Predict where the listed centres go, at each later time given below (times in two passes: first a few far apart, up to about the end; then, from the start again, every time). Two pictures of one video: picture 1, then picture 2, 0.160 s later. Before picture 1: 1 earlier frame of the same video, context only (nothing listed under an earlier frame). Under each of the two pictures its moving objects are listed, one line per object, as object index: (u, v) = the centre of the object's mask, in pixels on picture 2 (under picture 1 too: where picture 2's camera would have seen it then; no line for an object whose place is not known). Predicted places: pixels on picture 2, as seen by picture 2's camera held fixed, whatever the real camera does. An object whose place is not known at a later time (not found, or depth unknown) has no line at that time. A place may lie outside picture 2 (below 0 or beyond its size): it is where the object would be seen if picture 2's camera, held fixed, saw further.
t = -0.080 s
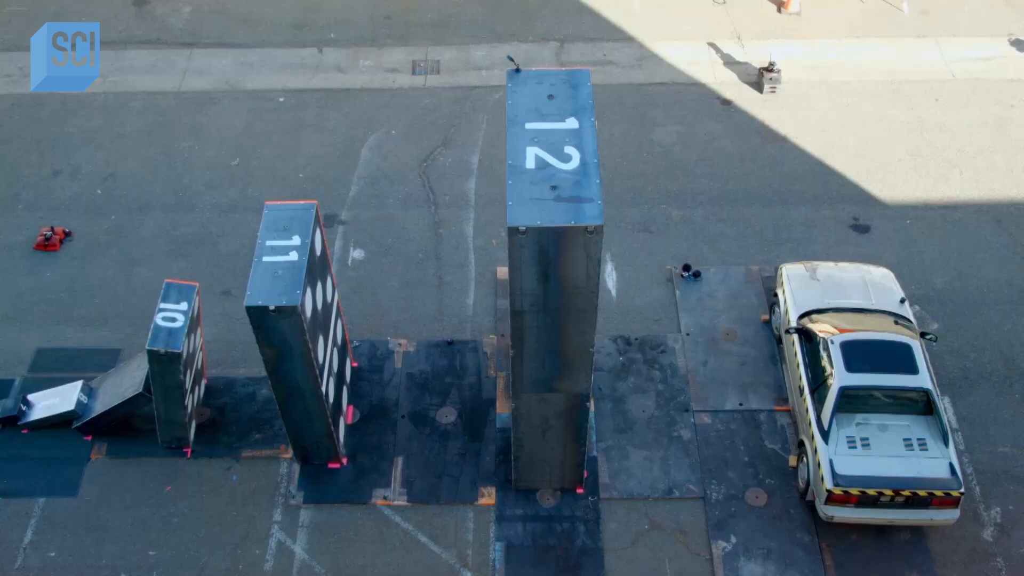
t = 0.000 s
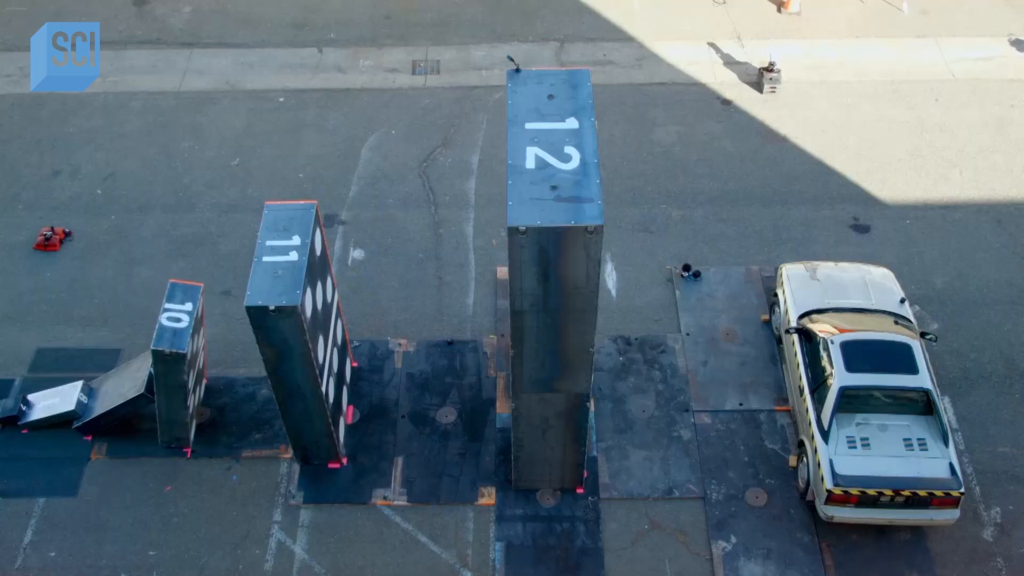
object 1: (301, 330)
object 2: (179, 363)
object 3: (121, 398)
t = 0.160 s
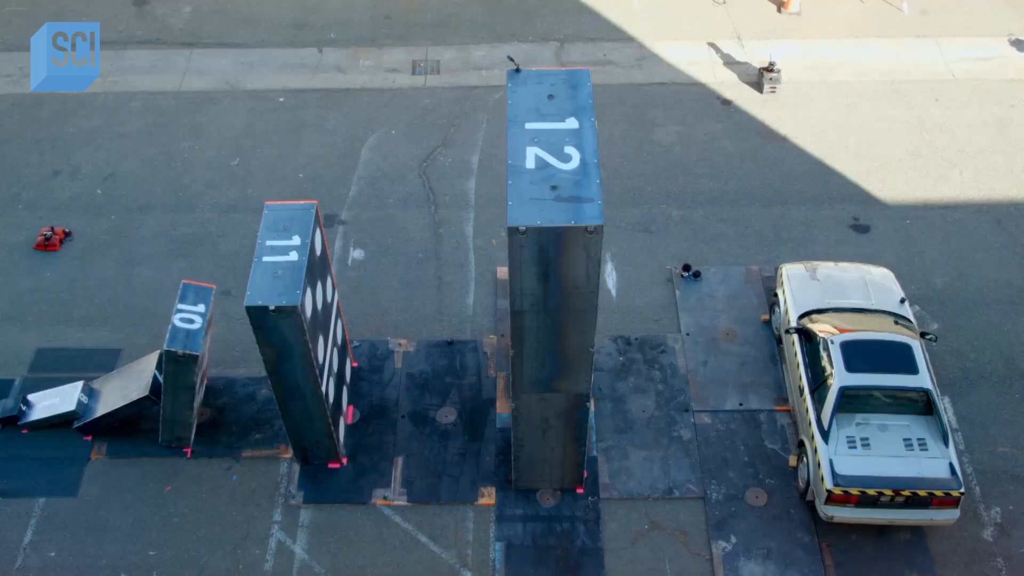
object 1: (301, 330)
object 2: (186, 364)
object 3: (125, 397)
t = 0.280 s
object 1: (301, 330)
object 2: (193, 364)
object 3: (129, 397)
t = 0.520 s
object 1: (301, 330)
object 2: (213, 371)
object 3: (134, 399)
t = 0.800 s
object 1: (306, 329)
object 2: (219, 381)
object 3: (133, 399)
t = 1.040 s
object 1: (309, 329)
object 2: (222, 383)
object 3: (132, 400)
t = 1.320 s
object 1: (312, 329)
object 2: (224, 382)
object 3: (132, 400)
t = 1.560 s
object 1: (314, 329)
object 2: (226, 382)
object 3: (132, 400)
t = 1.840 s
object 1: (315, 329)
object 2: (227, 382)
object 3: (132, 400)
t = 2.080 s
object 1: (317, 329)
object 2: (228, 382)
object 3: (132, 400)
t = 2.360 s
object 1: (320, 328)
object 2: (230, 381)
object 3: (132, 400)
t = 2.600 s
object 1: (323, 328)
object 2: (232, 381)
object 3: (133, 400)
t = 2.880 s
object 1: (330, 328)
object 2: (237, 381)
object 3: (133, 400)
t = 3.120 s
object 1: (341, 328)
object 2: (243, 381)
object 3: (133, 400)
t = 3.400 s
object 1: (363, 329)
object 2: (249, 384)
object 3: (133, 400)
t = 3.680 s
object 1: (396, 336)
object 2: (254, 388)
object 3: (133, 400)
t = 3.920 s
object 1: (417, 347)
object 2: (255, 390)
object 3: (133, 400)
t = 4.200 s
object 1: (421, 349)
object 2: (255, 390)
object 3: (133, 400)
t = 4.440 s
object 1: (422, 350)
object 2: (255, 390)
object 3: (133, 400)
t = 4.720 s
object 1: (423, 350)
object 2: (255, 391)
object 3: (133, 400)
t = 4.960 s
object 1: (423, 350)
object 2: (255, 391)
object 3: (133, 400)
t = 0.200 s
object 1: (301, 330)
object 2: (188, 364)
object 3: (127, 397)
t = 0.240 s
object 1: (301, 330)
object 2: (190, 364)
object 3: (128, 397)
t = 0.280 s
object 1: (301, 330)
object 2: (193, 364)
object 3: (129, 397)
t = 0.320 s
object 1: (301, 330)
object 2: (196, 364)
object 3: (131, 397)
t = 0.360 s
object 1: (301, 330)
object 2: (200, 365)
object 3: (131, 397)
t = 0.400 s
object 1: (301, 330)
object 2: (205, 366)
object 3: (132, 398)
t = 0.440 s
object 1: (301, 330)
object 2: (207, 367)
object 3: (133, 398)
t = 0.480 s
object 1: (301, 330)
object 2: (210, 368)
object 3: (133, 399)
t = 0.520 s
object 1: (301, 330)
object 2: (213, 371)
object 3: (134, 399)
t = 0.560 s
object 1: (301, 330)
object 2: (215, 375)
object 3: (134, 399)
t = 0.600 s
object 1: (301, 330)
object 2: (216, 381)
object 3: (135, 400)
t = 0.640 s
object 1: (302, 330)
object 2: (218, 383)
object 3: (135, 400)
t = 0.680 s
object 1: (303, 329)
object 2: (218, 382)
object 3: (134, 400)
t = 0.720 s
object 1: (304, 329)
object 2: (218, 381)
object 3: (133, 399)
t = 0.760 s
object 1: (305, 329)
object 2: (218, 381)
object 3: (133, 399)
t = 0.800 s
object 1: (306, 329)
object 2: (219, 381)
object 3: (133, 399)
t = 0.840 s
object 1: (307, 329)
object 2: (220, 381)
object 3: (133, 399)
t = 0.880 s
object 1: (307, 329)
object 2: (220, 382)
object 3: (133, 400)
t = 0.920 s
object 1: (308, 329)
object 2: (221, 383)
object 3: (133, 400)
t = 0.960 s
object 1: (308, 329)
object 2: (221, 382)
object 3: (132, 400)
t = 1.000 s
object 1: (309, 329)
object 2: (222, 382)
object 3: (132, 400)
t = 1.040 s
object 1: (309, 329)
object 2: (222, 383)
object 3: (132, 400)
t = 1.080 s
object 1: (310, 329)
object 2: (223, 382)
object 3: (132, 400)
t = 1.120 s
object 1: (310, 329)
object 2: (223, 382)
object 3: (132, 400)
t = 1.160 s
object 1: (311, 329)
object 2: (223, 382)
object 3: (132, 400)
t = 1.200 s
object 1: (311, 329)
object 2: (224, 382)
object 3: (132, 400)
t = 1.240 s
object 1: (312, 329)
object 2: (224, 382)
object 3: (132, 400)
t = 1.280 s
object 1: (312, 329)
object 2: (224, 382)
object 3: (132, 400)
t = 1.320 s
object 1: (312, 329)
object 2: (224, 382)
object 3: (132, 400)
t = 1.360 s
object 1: (312, 329)
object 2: (225, 382)
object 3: (132, 400)
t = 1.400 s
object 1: (313, 329)
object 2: (225, 382)
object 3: (132, 400)
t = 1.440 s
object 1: (313, 329)
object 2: (225, 382)
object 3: (132, 400)
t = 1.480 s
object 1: (313, 329)
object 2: (225, 382)
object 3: (132, 400)
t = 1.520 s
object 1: (314, 329)
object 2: (225, 382)
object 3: (132, 400)
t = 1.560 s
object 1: (314, 329)
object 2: (226, 382)
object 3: (132, 400)
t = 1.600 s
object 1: (314, 329)
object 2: (226, 382)
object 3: (132, 400)
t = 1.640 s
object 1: (314, 329)
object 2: (226, 382)
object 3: (132, 400)
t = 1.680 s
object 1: (315, 329)
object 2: (226, 382)
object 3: (132, 400)
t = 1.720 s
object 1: (315, 329)
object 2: (226, 382)
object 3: (132, 400)
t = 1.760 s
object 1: (315, 329)
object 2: (226, 382)
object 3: (132, 400)
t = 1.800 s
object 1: (315, 329)
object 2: (227, 382)
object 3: (132, 400)
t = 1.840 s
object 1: (315, 329)
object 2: (227, 382)
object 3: (132, 400)
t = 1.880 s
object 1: (316, 329)
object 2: (227, 382)
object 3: (132, 400)
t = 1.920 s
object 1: (316, 329)
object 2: (227, 382)
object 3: (132, 400)
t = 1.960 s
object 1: (316, 328)
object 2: (227, 382)
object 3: (132, 400)
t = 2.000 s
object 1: (316, 329)
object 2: (227, 382)
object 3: (132, 400)
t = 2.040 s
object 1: (317, 329)
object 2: (228, 382)
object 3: (132, 400)
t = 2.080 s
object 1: (317, 329)
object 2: (228, 382)
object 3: (132, 400)
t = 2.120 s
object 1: (317, 329)
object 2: (228, 382)
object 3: (132, 400)
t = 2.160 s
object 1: (317, 328)
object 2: (228, 382)
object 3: (132, 400)
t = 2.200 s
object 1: (318, 328)
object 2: (229, 382)
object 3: (132, 400)
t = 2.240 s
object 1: (318, 328)
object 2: (229, 382)
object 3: (132, 400)
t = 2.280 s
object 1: (319, 328)
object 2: (229, 381)
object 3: (132, 400)
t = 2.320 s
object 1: (319, 328)
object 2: (230, 381)
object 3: (132, 400)
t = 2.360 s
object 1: (320, 328)
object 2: (230, 381)
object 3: (132, 400)
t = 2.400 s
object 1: (320, 328)
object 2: (230, 381)
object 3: (132, 400)
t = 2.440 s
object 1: (321, 328)
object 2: (231, 381)
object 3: (132, 400)
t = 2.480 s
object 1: (321, 328)
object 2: (231, 381)
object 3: (132, 400)
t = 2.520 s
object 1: (322, 328)
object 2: (231, 381)
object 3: (132, 400)
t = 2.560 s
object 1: (322, 328)
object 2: (232, 381)
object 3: (132, 400)
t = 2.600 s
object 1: (323, 328)
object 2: (232, 381)
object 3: (133, 400)
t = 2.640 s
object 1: (324, 328)
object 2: (233, 381)
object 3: (133, 400)
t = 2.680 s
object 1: (324, 328)
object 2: (234, 381)
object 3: (133, 400)
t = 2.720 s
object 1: (325, 328)
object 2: (234, 381)
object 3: (133, 400)
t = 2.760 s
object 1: (326, 328)
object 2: (235, 381)
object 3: (133, 400)
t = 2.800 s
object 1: (327, 328)
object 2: (236, 381)
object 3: (133, 400)
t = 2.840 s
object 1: (328, 328)
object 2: (236, 381)
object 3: (133, 400)
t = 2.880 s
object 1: (330, 328)
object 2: (237, 381)
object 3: (133, 400)
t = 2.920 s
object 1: (331, 328)
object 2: (238, 381)
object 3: (133, 400)
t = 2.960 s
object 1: (332, 328)
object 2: (239, 381)
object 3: (133, 400)
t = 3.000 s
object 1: (334, 328)
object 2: (240, 381)
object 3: (133, 400)
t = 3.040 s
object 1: (336, 328)
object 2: (241, 381)
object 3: (133, 400)
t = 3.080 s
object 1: (339, 328)
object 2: (242, 381)
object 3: (133, 400)
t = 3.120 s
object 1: (341, 328)
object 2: (243, 381)
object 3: (133, 400)
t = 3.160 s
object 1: (344, 329)
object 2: (244, 381)
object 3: (133, 400)
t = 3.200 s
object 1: (347, 329)
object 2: (245, 382)
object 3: (133, 400)
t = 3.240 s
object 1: (350, 329)
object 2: (246, 382)
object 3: (133, 400)
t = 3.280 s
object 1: (352, 328)
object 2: (246, 382)
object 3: (133, 400)
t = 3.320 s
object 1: (356, 329)
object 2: (247, 383)
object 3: (133, 400)
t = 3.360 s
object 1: (359, 329)
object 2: (248, 383)
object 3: (133, 400)
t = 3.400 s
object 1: (363, 329)
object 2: (249, 384)
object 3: (133, 400)
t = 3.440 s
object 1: (367, 329)
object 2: (249, 384)
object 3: (133, 400)
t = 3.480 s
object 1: (371, 330)
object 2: (250, 385)
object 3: (133, 400)
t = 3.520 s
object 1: (375, 330)
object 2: (251, 386)
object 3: (133, 400)
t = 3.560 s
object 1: (380, 331)
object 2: (251, 386)
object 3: (133, 400)
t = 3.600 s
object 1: (385, 332)
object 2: (252, 387)
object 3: (133, 400)
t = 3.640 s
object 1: (390, 334)
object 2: (253, 388)
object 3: (133, 400)
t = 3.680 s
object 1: (396, 336)
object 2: (254, 388)
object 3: (133, 400)
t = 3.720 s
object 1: (401, 338)
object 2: (254, 389)
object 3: (133, 400)
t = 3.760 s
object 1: (407, 340)
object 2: (255, 389)
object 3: (133, 400)
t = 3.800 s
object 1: (413, 344)
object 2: (255, 390)
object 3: (133, 400)
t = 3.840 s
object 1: (417, 348)
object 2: (256, 390)
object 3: (133, 400)
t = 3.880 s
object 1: (418, 347)
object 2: (255, 390)
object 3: (133, 400)
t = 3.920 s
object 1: (417, 347)
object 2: (255, 390)
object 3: (133, 400)
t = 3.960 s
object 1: (417, 347)
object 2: (255, 390)
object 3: (133, 400)
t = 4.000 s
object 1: (418, 347)
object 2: (255, 390)
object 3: (133, 400)
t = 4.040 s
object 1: (419, 348)
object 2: (255, 390)
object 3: (133, 400)
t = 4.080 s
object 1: (420, 348)
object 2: (255, 390)
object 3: (133, 400)
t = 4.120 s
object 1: (421, 349)
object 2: (255, 390)
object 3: (133, 400)
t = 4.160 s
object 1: (421, 349)
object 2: (255, 390)
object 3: (133, 400)
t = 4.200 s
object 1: (421, 349)
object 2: (255, 390)
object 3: (133, 400)
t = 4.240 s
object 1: (421, 350)
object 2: (255, 390)
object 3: (133, 400)
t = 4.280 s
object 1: (421, 350)
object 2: (255, 390)
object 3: (133, 400)
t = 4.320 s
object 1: (422, 350)
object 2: (255, 390)
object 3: (133, 400)
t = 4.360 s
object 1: (422, 350)
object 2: (255, 390)
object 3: (133, 400)
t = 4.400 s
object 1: (422, 350)
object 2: (255, 390)
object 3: (133, 400)
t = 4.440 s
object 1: (422, 350)
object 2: (255, 390)
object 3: (133, 400)
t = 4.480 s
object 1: (422, 350)
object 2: (255, 390)
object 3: (133, 400)
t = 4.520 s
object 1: (422, 350)
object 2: (255, 391)
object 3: (133, 400)
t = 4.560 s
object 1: (422, 350)
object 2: (255, 391)
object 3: (133, 400)
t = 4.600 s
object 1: (422, 350)
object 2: (255, 391)
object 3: (133, 400)
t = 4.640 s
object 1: (422, 350)
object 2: (255, 391)
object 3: (133, 400)
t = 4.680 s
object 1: (422, 350)
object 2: (255, 391)
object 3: (133, 400)
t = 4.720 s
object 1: (423, 350)
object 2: (255, 391)
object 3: (133, 400)
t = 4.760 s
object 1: (423, 350)
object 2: (255, 391)
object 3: (133, 400)
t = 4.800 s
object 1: (423, 350)
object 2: (255, 391)
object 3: (133, 400)
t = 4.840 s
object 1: (423, 350)
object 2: (255, 391)
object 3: (133, 400)
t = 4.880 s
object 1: (423, 350)
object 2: (255, 391)
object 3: (133, 400)
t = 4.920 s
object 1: (423, 350)
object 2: (255, 391)
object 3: (133, 400)
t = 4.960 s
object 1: (423, 350)
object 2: (255, 391)
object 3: (133, 400)
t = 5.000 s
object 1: (423, 350)
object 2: (255, 391)
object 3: (133, 400)
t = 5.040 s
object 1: (423, 350)
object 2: (255, 391)
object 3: (133, 400)
